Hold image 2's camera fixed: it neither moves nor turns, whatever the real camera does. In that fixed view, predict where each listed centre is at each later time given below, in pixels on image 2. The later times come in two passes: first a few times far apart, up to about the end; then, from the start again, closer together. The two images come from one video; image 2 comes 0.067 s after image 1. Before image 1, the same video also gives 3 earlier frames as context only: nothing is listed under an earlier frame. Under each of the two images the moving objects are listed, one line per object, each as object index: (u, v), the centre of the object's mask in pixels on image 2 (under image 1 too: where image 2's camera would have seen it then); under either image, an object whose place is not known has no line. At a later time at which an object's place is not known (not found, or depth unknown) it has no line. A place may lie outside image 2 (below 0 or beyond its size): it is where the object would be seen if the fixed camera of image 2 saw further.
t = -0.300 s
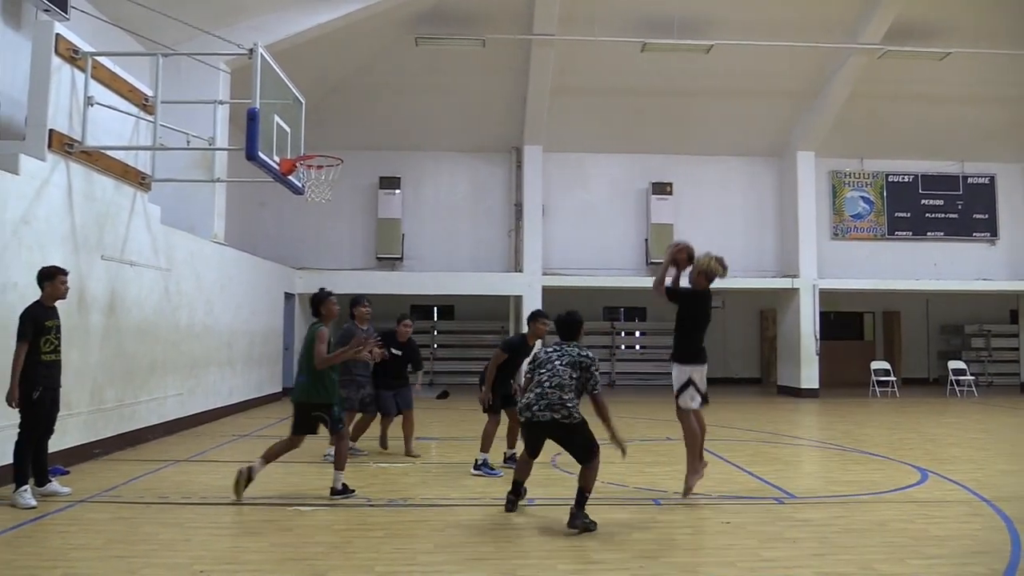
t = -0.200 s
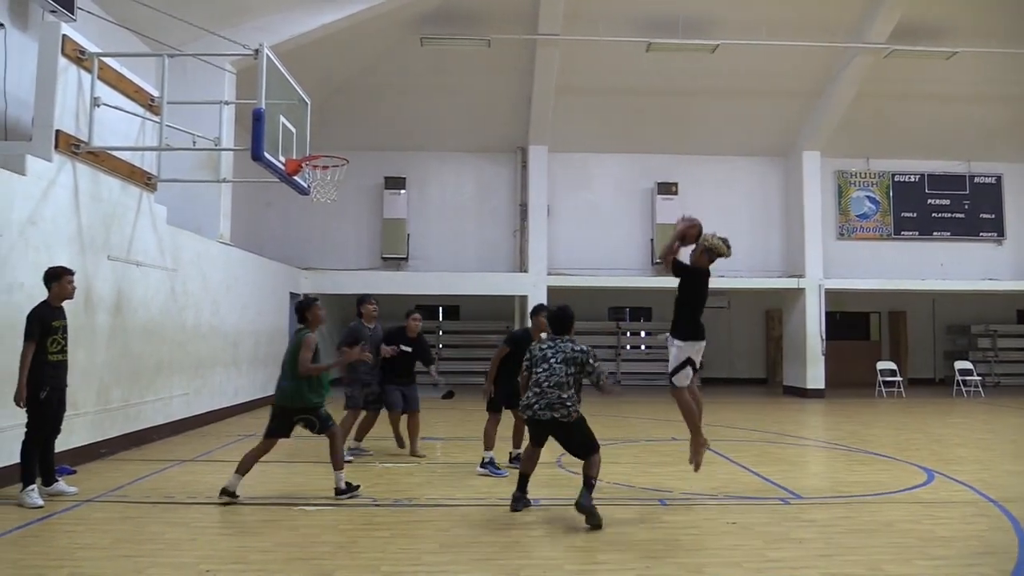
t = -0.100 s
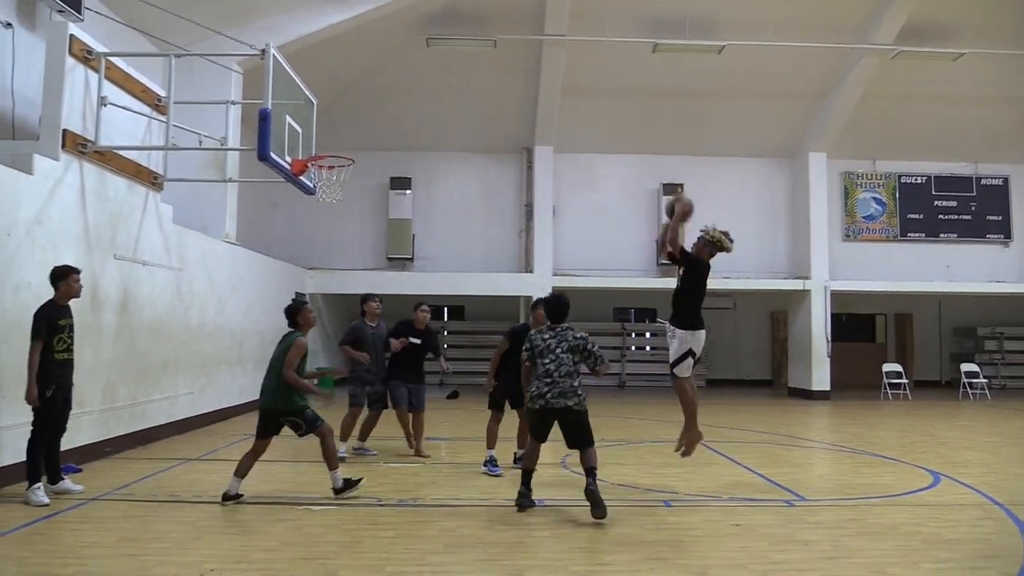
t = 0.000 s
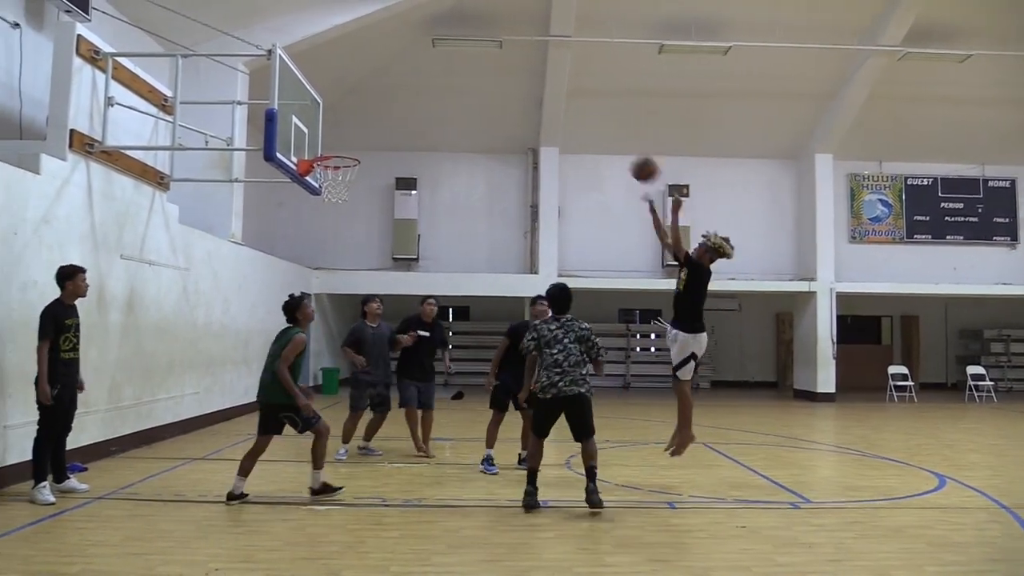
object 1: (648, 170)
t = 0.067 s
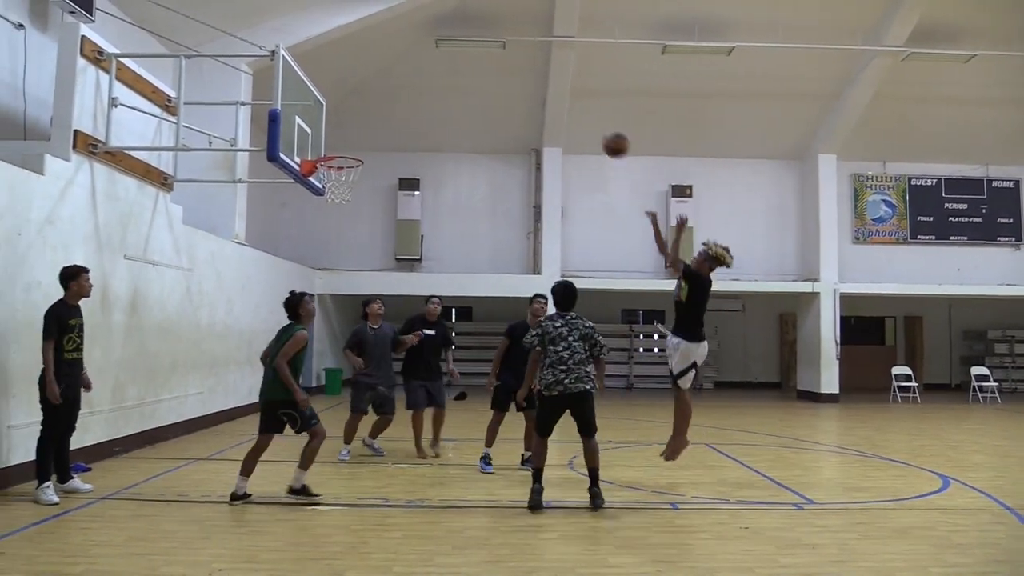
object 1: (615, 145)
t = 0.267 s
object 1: (527, 102)
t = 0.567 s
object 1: (414, 116)
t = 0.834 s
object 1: (348, 143)
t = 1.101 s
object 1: (337, 147)
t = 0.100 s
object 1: (600, 134)
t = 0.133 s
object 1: (585, 125)
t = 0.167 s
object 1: (570, 117)
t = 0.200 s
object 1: (556, 112)
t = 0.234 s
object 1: (541, 107)
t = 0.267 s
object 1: (527, 102)
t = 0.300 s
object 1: (513, 99)
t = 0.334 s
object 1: (500, 98)
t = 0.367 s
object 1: (487, 97)
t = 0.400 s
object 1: (474, 97)
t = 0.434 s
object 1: (462, 99)
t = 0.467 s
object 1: (450, 102)
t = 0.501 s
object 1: (438, 107)
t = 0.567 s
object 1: (414, 116)
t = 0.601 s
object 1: (403, 123)
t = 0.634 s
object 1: (392, 131)
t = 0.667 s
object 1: (380, 141)
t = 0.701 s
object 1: (368, 150)
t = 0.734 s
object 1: (361, 154)
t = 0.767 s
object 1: (357, 149)
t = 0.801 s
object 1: (352, 145)
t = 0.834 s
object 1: (348, 143)
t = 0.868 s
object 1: (343, 140)
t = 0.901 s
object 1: (338, 141)
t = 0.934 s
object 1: (334, 141)
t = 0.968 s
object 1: (330, 142)
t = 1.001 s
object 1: (326, 144)
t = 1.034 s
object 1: (328, 145)
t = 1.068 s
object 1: (332, 146)
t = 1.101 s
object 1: (337, 147)
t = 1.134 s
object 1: (342, 149)
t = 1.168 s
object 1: (345, 153)
